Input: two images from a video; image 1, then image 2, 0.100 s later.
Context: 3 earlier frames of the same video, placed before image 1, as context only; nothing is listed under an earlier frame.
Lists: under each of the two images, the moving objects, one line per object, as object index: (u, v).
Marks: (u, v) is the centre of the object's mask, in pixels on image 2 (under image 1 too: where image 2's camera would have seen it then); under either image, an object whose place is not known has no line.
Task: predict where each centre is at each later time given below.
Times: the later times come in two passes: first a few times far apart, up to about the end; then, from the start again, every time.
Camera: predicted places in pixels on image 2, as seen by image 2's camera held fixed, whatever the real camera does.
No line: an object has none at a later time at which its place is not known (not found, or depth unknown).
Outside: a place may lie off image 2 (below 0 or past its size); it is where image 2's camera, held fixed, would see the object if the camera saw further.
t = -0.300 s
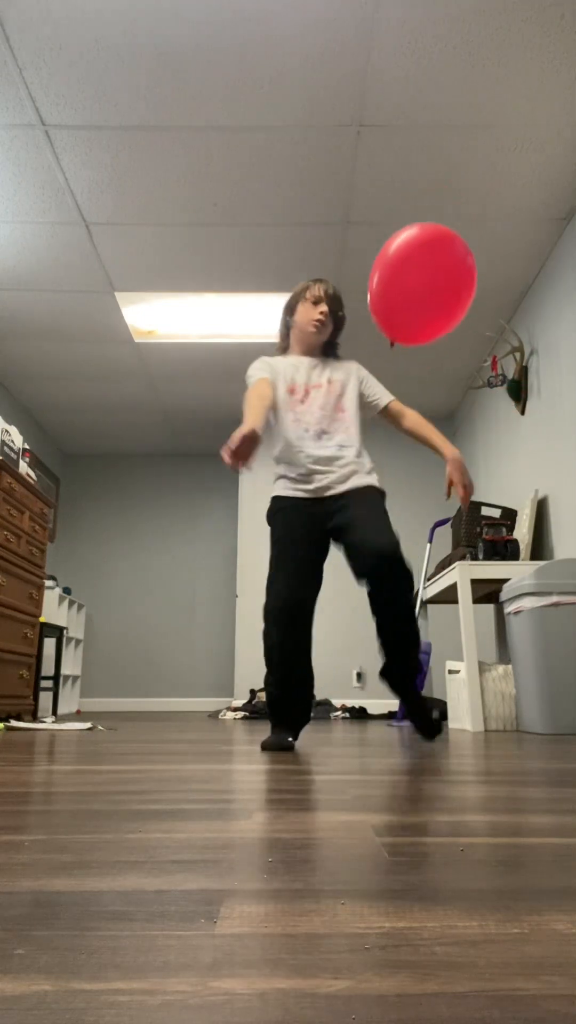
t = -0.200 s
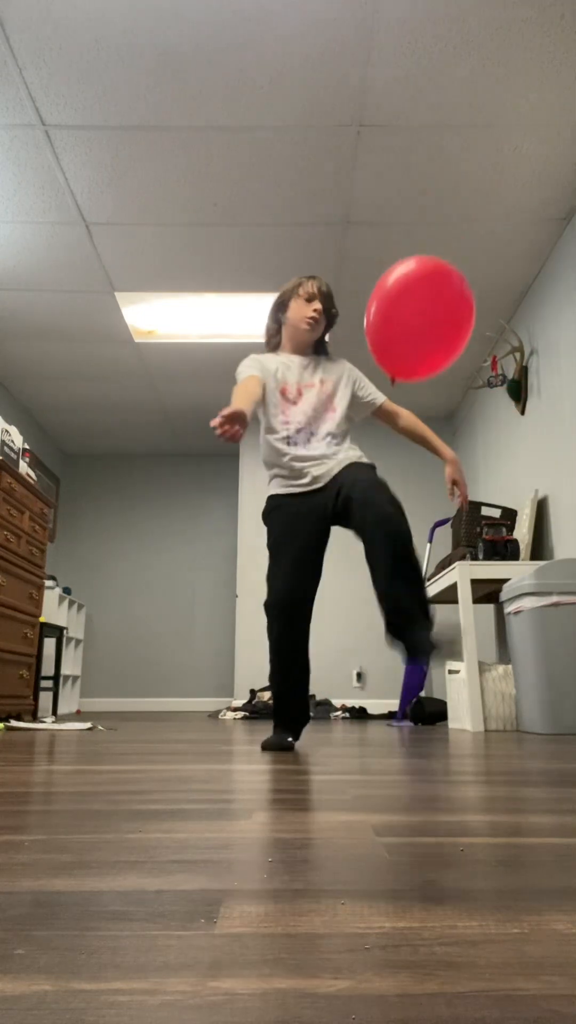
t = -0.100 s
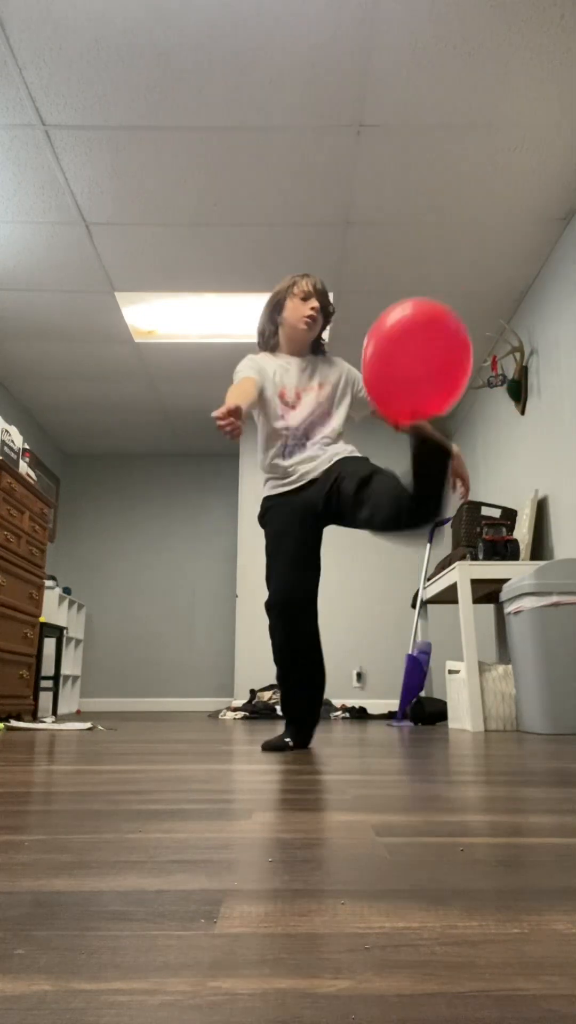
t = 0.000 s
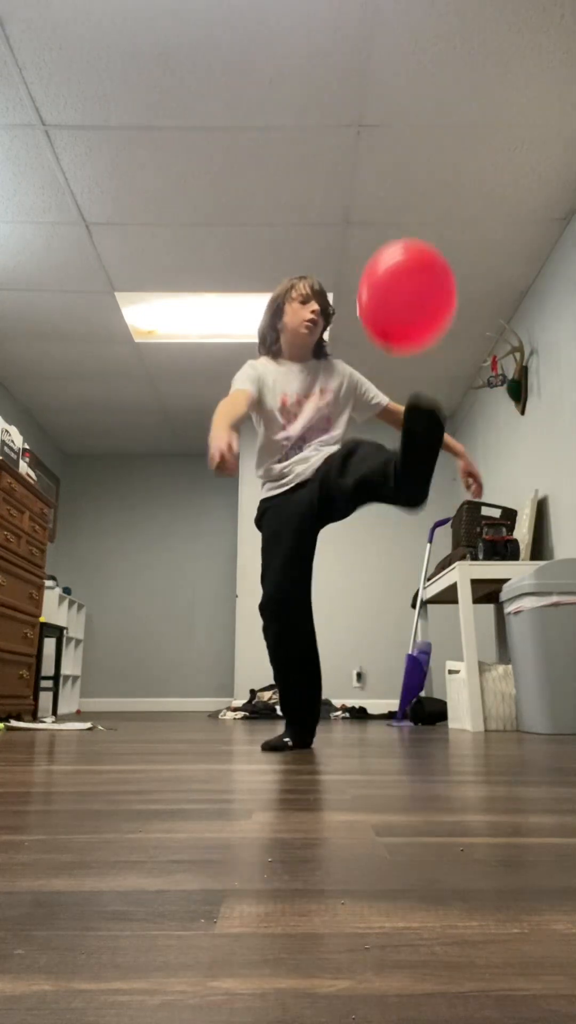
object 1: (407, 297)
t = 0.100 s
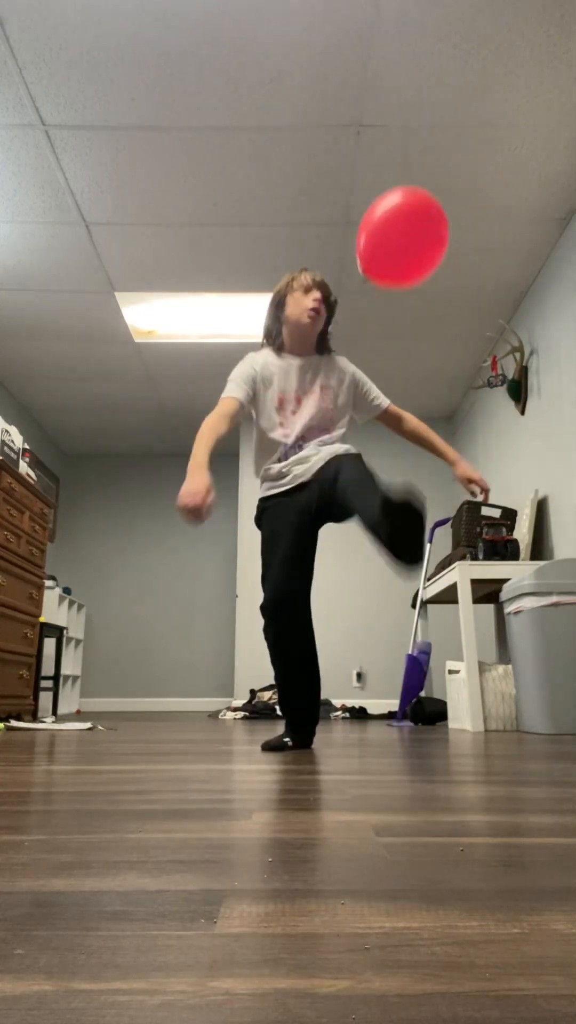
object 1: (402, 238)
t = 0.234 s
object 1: (404, 183)
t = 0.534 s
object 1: (396, 170)
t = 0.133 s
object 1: (402, 224)
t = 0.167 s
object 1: (403, 200)
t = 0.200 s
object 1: (404, 191)
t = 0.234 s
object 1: (404, 183)
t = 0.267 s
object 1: (404, 177)
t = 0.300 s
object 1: (403, 172)
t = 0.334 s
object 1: (402, 169)
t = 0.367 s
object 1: (402, 167)
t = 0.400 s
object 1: (400, 166)
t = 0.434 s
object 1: (399, 166)
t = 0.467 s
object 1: (398, 166)
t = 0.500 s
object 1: (397, 168)
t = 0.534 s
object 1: (396, 170)
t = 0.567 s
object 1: (395, 172)
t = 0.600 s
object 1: (393, 176)
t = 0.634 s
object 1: (392, 179)
